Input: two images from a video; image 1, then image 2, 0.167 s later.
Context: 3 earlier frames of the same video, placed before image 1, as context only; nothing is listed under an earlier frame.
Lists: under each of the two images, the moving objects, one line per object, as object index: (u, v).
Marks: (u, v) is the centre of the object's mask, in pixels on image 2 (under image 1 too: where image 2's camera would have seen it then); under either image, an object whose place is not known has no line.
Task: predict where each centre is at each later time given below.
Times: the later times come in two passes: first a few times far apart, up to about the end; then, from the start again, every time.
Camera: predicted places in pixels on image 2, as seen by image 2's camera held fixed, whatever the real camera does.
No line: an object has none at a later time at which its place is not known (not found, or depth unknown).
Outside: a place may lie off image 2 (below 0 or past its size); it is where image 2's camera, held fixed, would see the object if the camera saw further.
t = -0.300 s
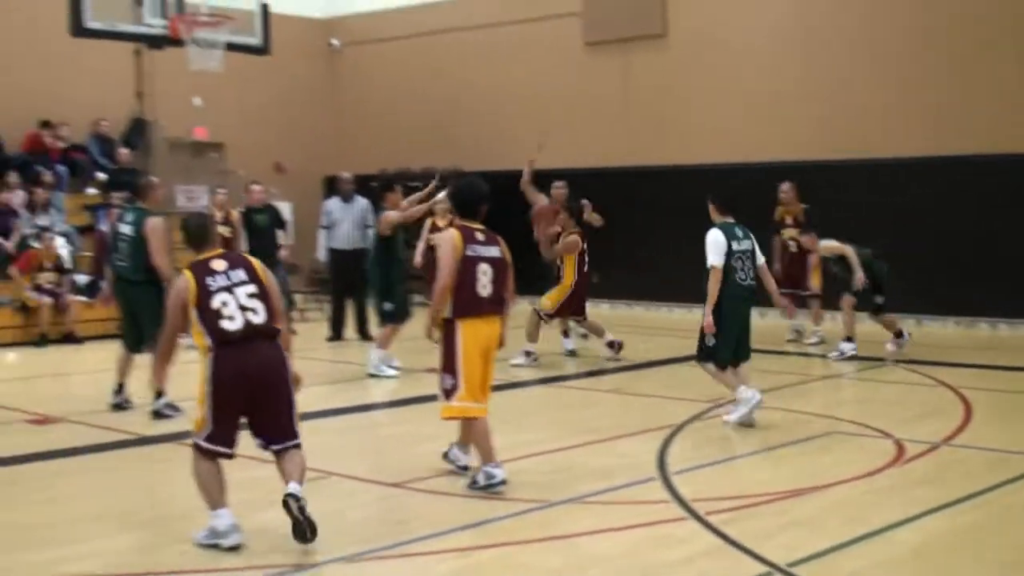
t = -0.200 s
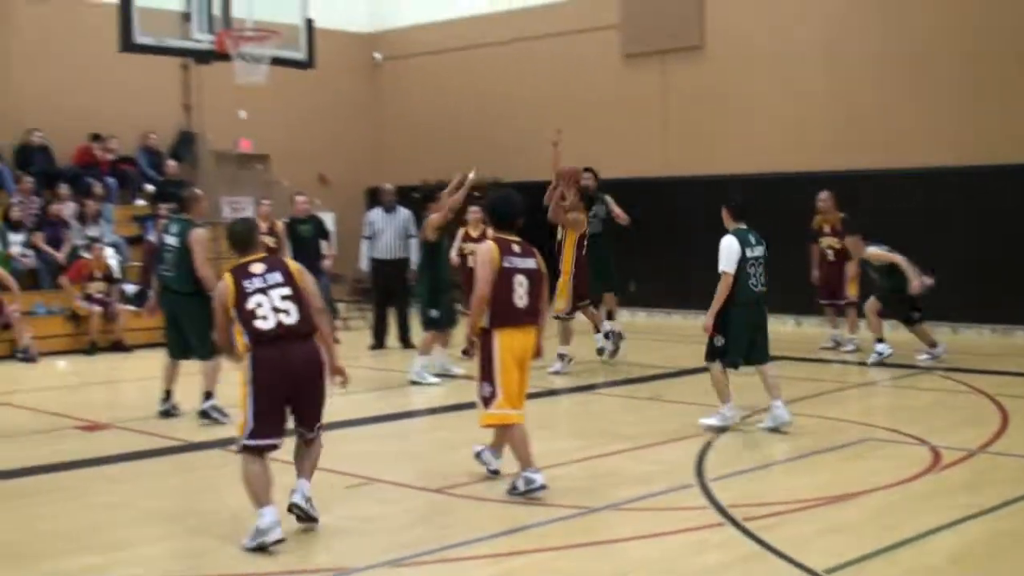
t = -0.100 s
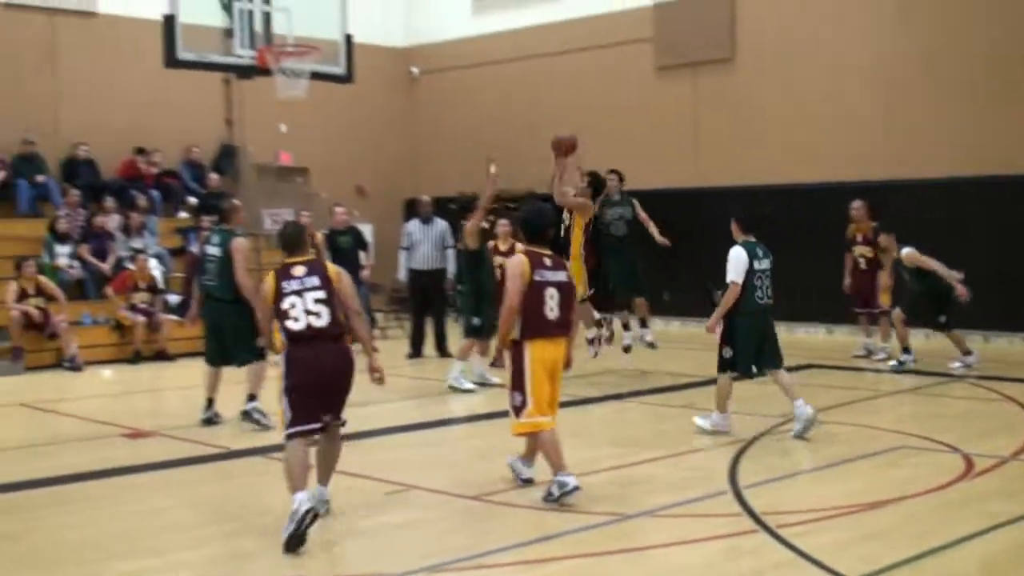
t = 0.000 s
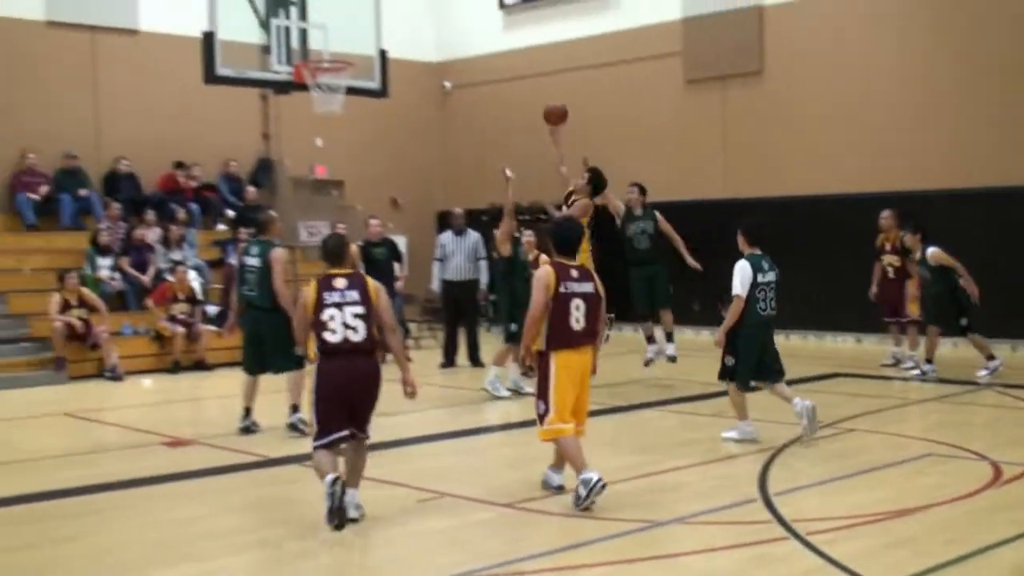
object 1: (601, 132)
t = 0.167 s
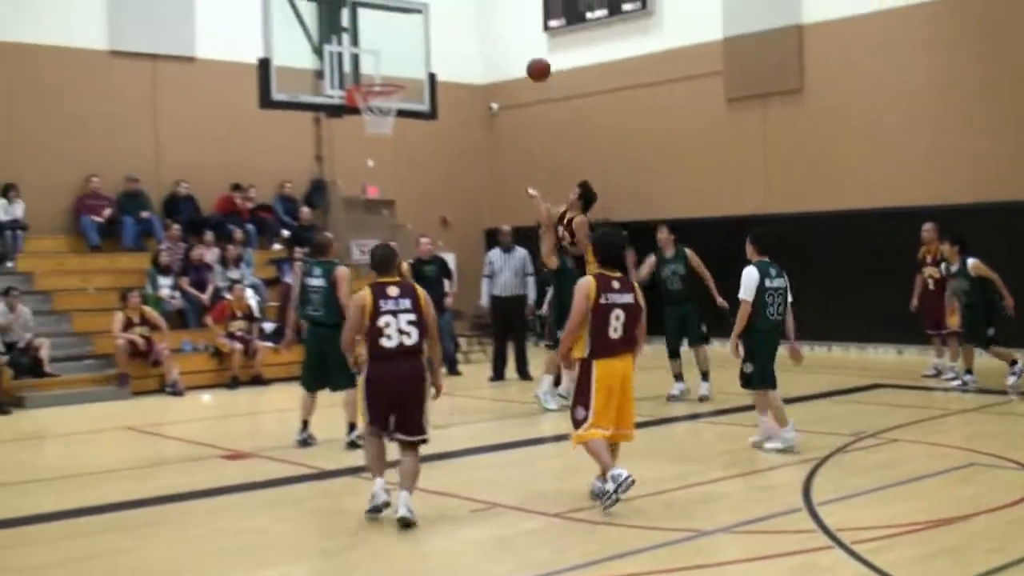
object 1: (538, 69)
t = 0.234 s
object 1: (513, 52)
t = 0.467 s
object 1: (431, 26)
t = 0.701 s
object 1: (418, 28)
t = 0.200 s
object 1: (526, 60)
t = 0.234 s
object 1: (513, 52)
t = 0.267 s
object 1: (501, 45)
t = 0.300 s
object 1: (489, 39)
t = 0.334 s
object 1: (478, 34)
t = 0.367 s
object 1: (466, 31)
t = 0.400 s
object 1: (454, 28)
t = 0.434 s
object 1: (443, 26)
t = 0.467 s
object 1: (431, 26)
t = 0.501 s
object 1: (420, 27)
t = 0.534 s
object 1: (419, 24)
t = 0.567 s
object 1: (418, 23)
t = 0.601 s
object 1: (418, 22)
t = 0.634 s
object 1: (418, 23)
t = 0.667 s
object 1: (418, 25)
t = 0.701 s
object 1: (418, 28)
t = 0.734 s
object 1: (418, 33)
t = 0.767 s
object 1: (417, 39)
